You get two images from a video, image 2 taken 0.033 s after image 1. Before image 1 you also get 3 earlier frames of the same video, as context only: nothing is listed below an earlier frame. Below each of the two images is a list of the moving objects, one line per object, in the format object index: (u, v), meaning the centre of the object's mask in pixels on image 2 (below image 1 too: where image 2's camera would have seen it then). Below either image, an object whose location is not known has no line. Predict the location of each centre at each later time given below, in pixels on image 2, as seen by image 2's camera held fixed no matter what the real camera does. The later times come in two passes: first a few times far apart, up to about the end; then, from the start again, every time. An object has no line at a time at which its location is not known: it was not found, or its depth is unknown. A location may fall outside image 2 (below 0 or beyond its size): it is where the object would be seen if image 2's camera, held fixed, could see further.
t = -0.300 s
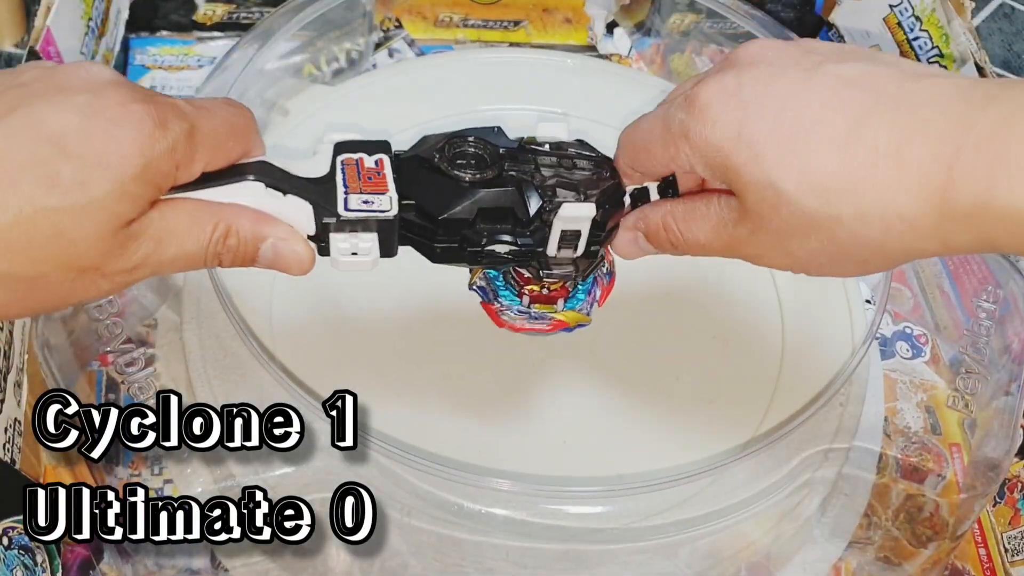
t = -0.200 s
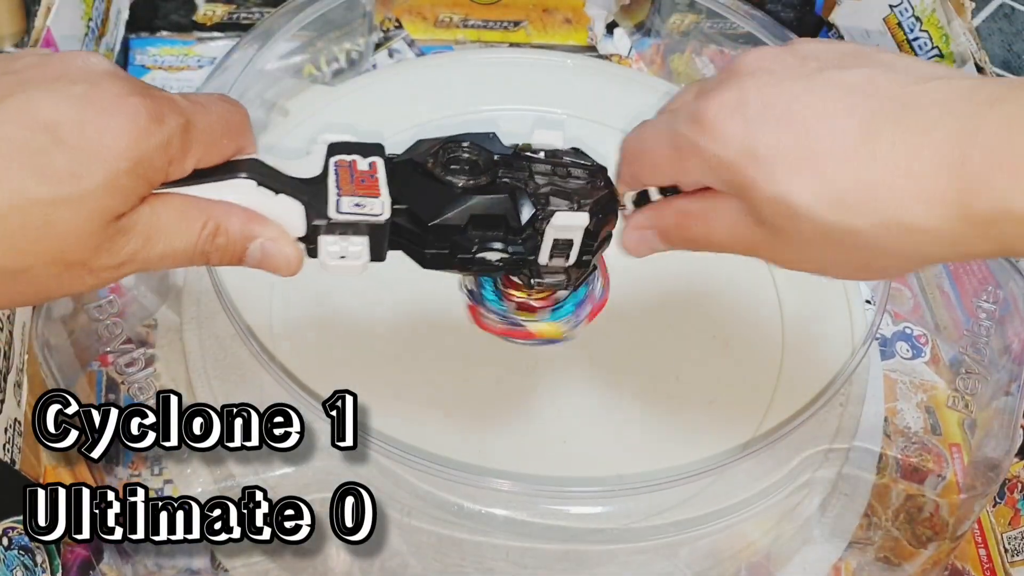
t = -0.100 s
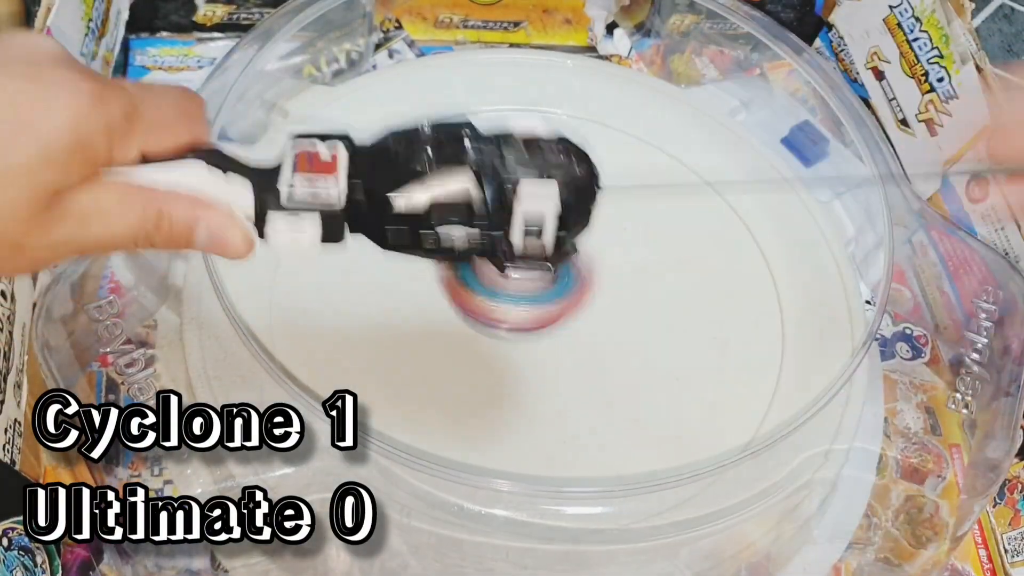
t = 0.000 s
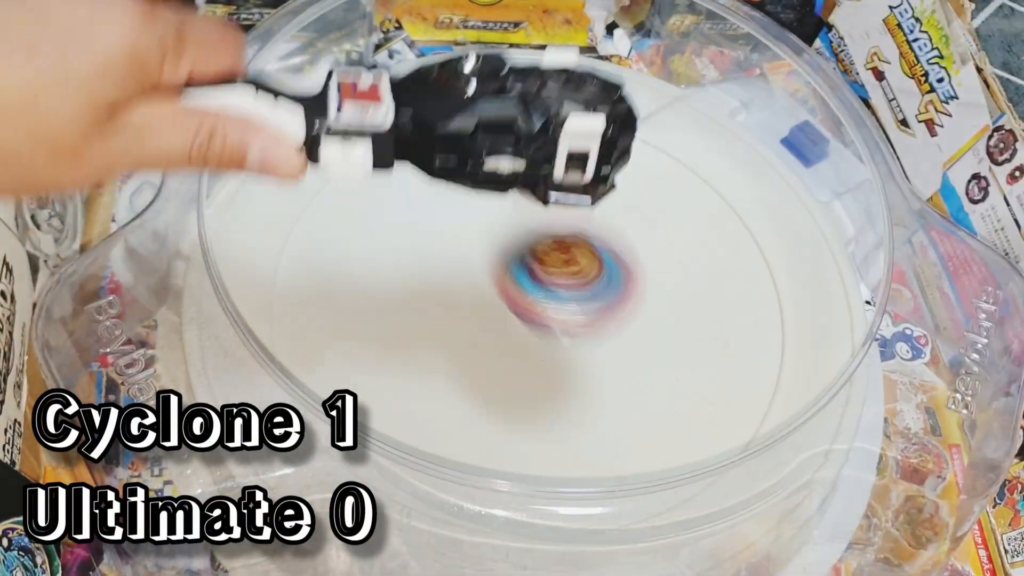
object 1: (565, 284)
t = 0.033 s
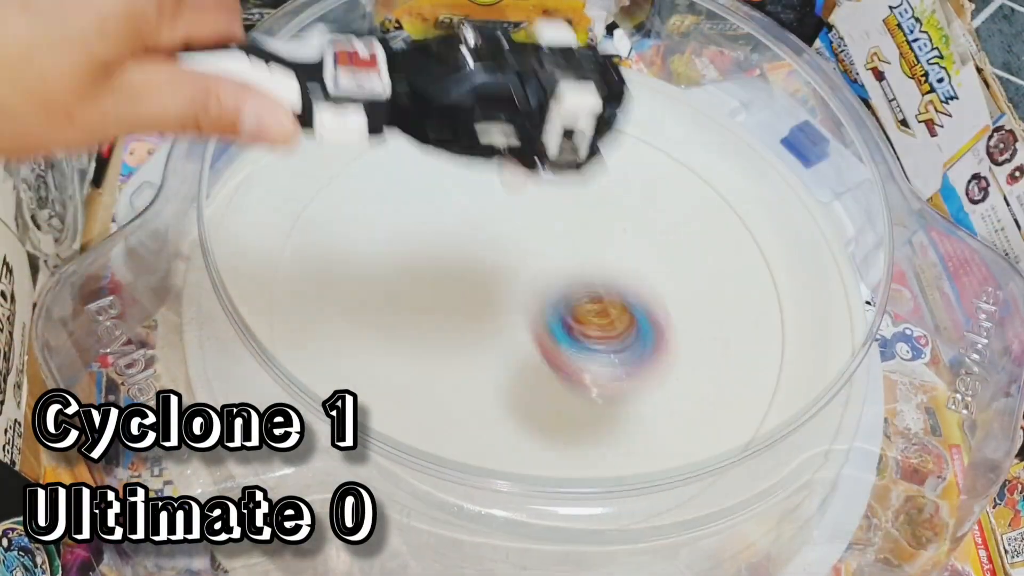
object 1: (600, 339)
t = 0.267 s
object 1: (632, 287)
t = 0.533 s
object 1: (409, 162)
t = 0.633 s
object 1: (323, 184)
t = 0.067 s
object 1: (627, 401)
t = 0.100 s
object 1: (640, 375)
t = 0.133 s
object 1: (650, 350)
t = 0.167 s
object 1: (655, 338)
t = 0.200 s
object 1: (654, 334)
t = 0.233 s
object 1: (645, 309)
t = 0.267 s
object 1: (632, 287)
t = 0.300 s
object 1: (614, 264)
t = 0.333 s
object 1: (591, 243)
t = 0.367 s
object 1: (565, 226)
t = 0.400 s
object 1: (537, 205)
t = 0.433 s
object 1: (506, 191)
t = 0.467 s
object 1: (474, 177)
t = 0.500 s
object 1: (441, 168)
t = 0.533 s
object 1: (409, 162)
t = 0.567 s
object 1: (378, 161)
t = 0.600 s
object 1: (349, 170)
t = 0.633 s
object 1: (323, 184)
